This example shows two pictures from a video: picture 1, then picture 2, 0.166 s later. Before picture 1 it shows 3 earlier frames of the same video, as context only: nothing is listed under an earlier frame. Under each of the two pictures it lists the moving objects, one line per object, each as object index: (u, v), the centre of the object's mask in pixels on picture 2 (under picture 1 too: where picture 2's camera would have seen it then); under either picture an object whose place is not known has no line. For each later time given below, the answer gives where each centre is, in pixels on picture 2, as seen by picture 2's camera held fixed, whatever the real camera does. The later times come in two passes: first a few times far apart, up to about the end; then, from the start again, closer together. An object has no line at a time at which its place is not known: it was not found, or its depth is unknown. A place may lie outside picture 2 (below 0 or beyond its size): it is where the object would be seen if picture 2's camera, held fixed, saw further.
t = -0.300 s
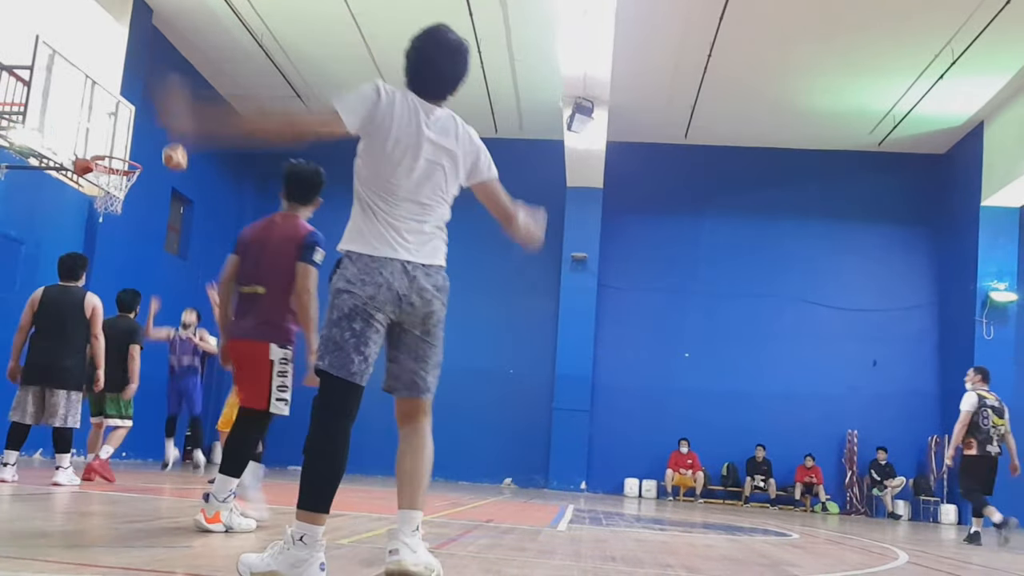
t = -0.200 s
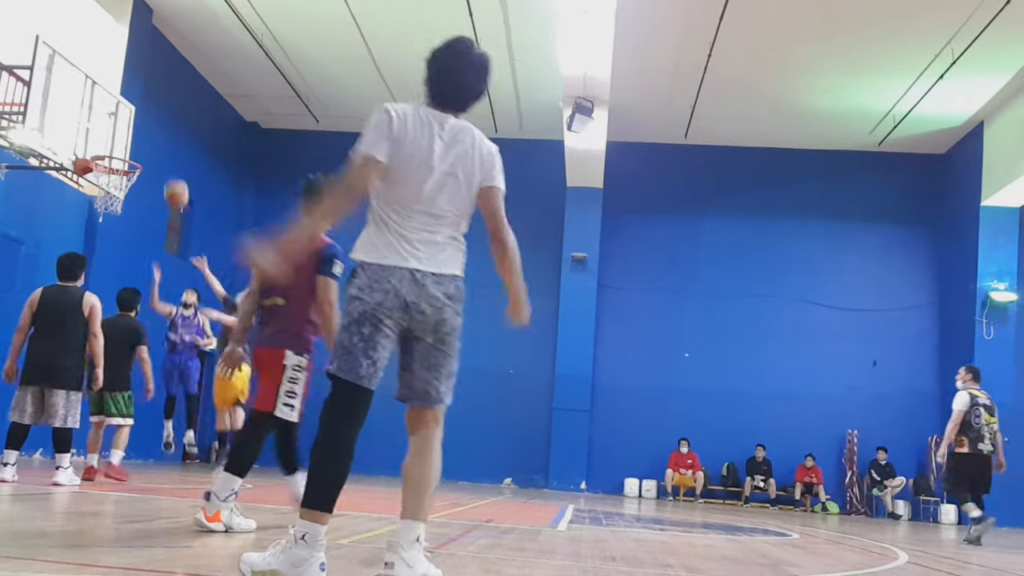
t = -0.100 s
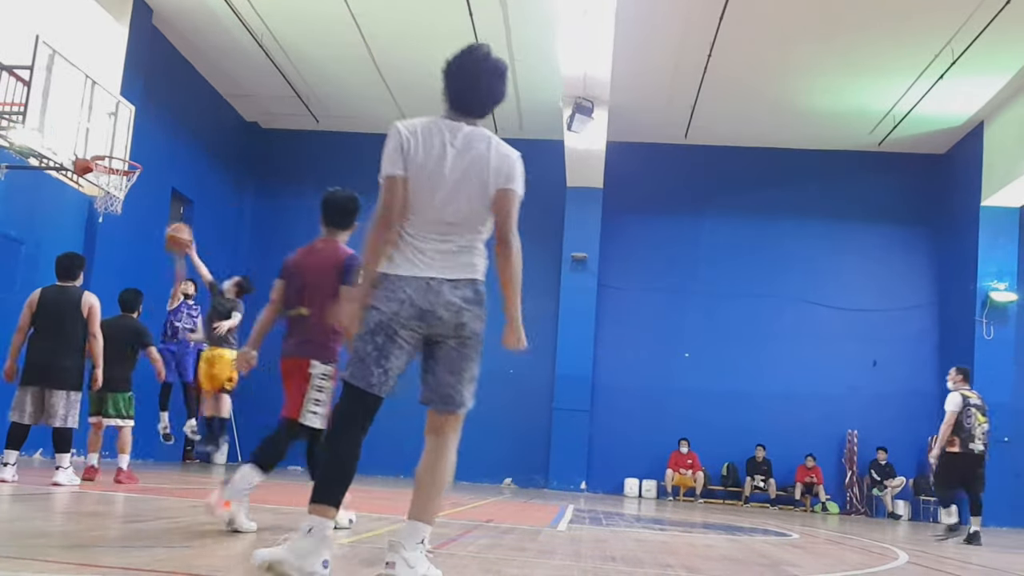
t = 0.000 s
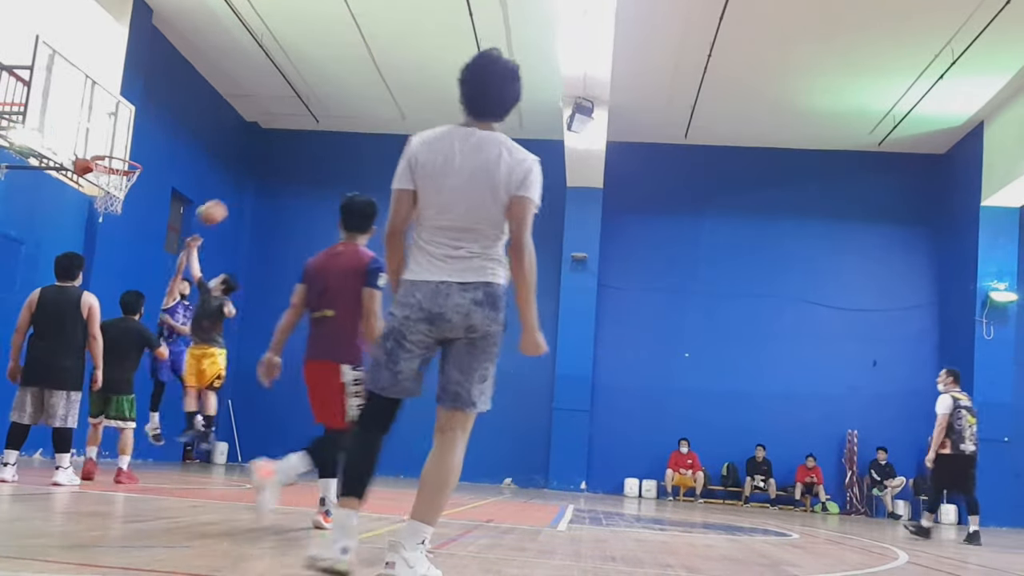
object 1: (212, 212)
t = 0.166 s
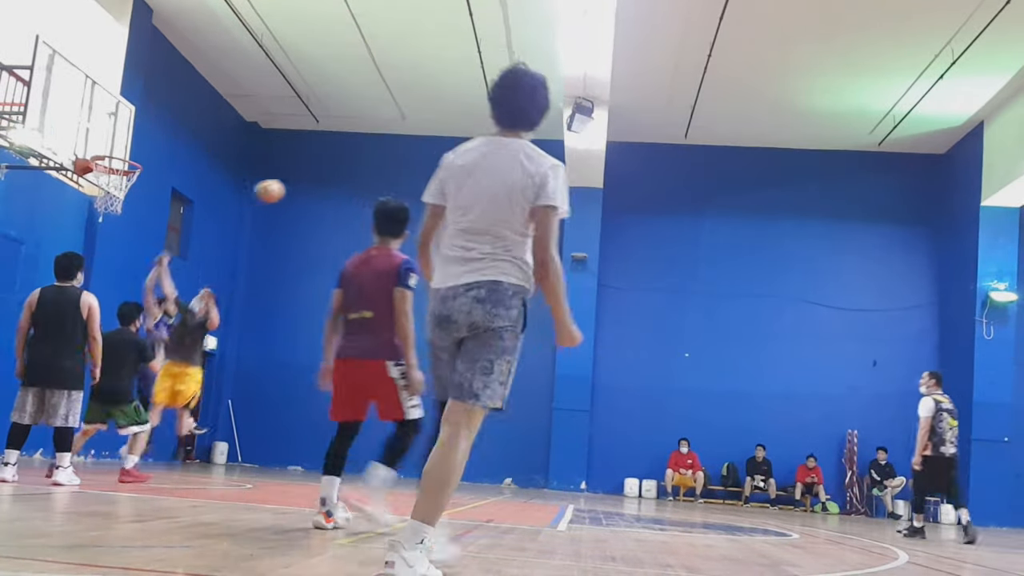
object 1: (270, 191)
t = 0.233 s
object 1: (292, 189)
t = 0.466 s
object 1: (368, 216)
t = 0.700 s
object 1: (443, 299)
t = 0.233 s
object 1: (292, 189)
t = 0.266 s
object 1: (303, 190)
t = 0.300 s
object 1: (314, 192)
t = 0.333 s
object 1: (325, 195)
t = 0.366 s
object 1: (336, 199)
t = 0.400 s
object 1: (346, 204)
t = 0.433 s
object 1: (358, 210)
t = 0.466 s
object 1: (368, 216)
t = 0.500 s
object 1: (379, 224)
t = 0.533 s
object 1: (390, 234)
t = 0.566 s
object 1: (401, 244)
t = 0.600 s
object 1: (411, 256)
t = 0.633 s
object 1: (421, 268)
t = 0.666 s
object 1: (432, 283)
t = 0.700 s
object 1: (443, 299)
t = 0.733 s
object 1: (454, 315)
